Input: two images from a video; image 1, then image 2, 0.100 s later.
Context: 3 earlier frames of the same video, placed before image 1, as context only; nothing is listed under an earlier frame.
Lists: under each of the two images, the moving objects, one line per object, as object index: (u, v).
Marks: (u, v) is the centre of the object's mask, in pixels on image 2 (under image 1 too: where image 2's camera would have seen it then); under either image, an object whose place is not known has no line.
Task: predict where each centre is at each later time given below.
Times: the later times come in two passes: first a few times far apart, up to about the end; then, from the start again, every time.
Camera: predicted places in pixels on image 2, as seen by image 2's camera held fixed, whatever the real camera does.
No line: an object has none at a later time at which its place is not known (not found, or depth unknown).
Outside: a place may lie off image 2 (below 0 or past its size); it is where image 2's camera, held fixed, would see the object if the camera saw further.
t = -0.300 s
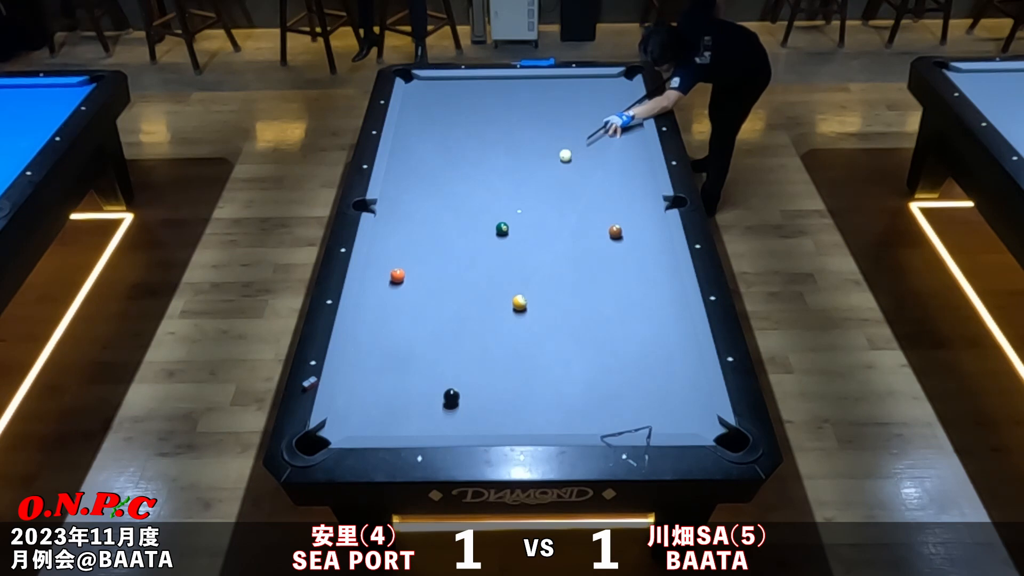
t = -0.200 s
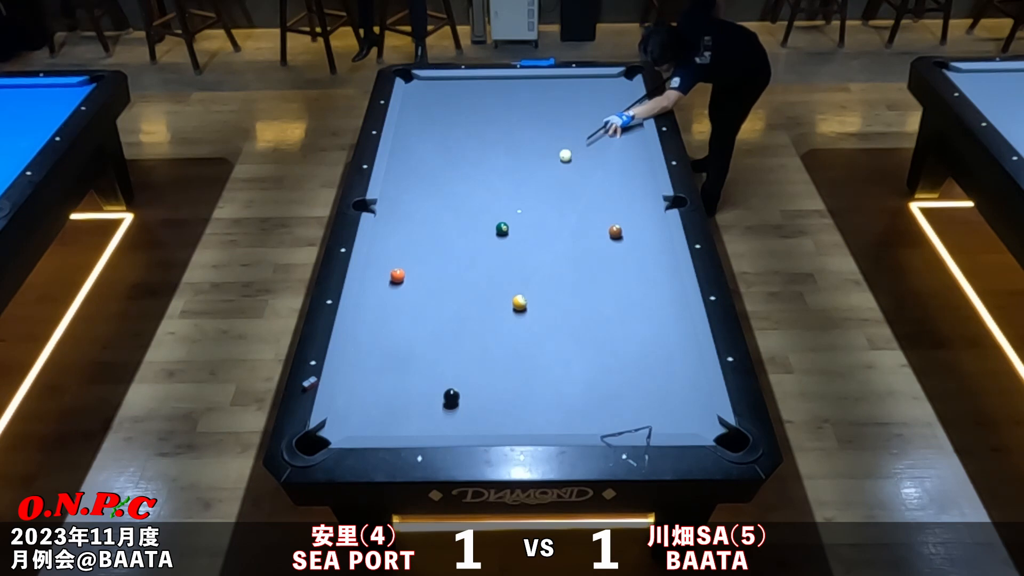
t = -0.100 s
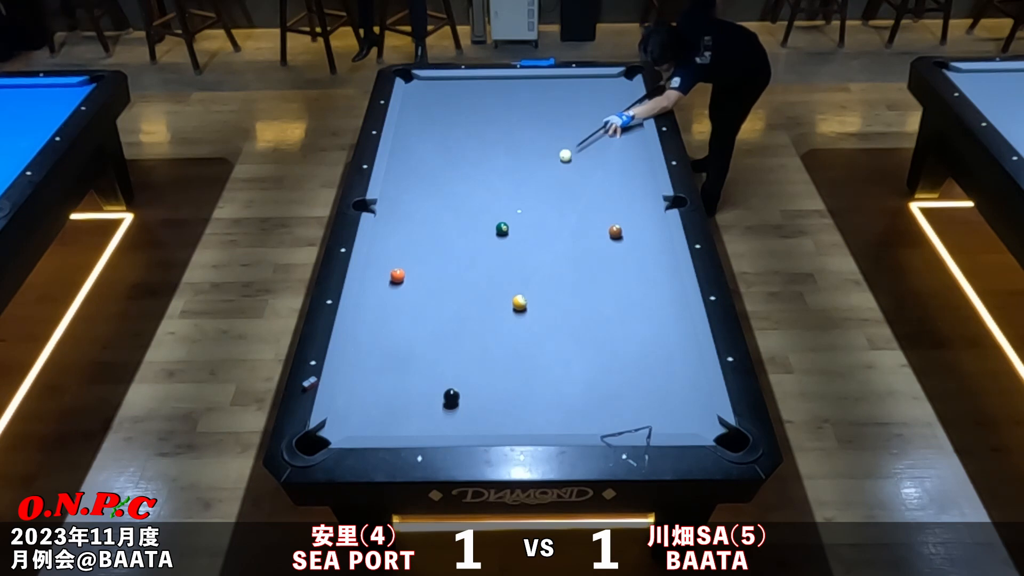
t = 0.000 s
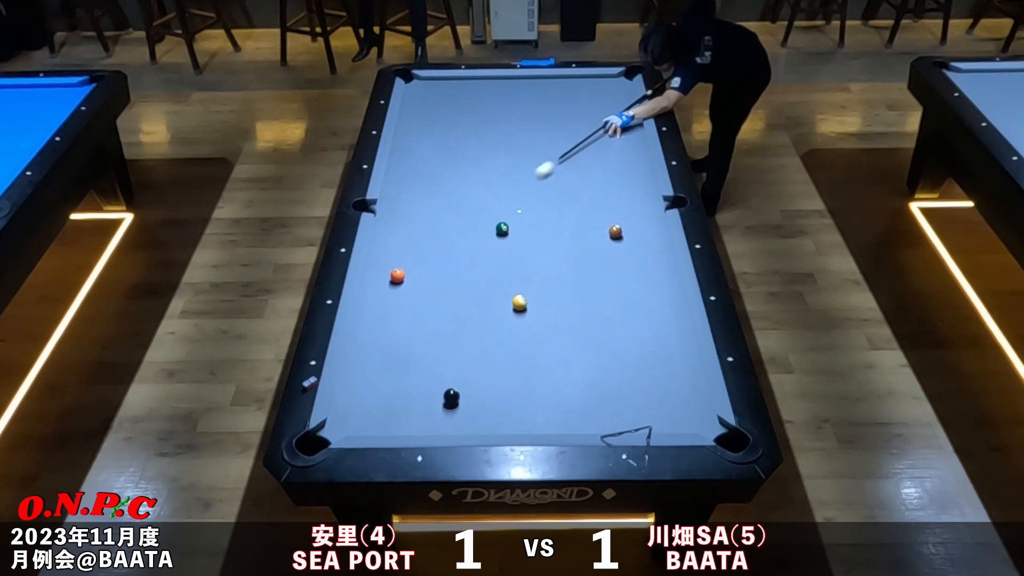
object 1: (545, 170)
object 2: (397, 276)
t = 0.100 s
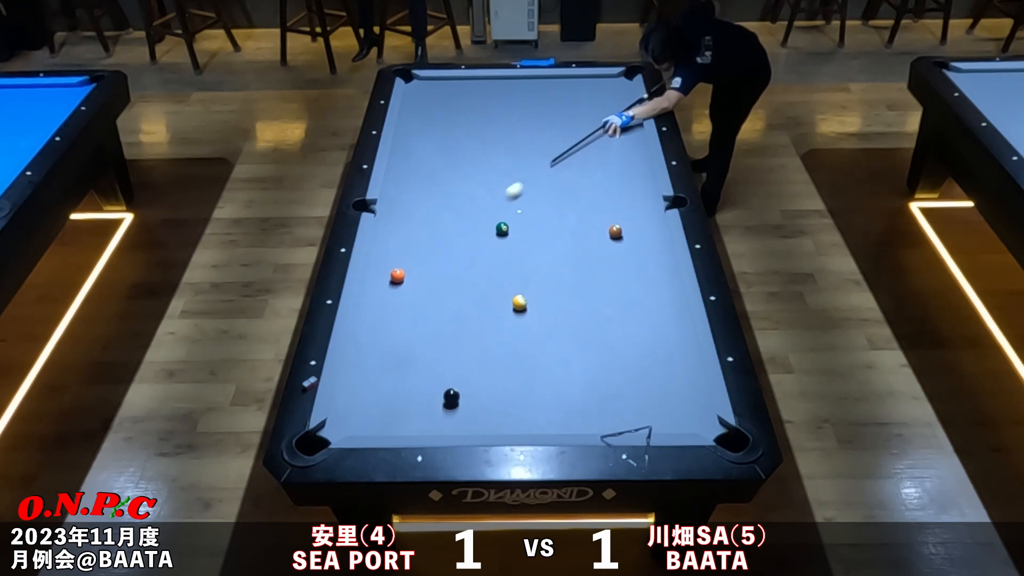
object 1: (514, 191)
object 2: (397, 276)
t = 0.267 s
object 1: (467, 223)
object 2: (397, 276)
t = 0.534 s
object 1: (390, 266)
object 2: (390, 290)
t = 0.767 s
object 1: (388, 267)
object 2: (365, 338)
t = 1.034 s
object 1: (421, 265)
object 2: (345, 391)
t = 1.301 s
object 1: (452, 263)
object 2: (340, 430)
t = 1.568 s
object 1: (480, 260)
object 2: (337, 427)
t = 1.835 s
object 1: (508, 258)
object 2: (347, 429)
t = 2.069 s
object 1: (530, 257)
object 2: (350, 428)
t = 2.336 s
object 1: (554, 255)
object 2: (352, 426)
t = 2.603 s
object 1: (576, 253)
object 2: (353, 426)
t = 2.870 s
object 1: (597, 251)
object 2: (354, 425)
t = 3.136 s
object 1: (616, 250)
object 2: (354, 425)
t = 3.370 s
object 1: (631, 249)
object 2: (354, 425)
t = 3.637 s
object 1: (647, 247)
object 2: (354, 425)
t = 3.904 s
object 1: (661, 246)
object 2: (354, 425)
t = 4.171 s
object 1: (662, 245)
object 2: (354, 425)
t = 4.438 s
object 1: (656, 245)
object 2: (354, 425)
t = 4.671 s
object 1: (652, 244)
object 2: (354, 425)
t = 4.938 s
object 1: (648, 244)
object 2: (354, 425)
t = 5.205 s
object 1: (647, 244)
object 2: (354, 425)
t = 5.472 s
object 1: (647, 244)
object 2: (354, 425)
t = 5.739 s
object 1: (647, 244)
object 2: (354, 425)
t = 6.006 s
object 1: (647, 244)
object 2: (354, 425)
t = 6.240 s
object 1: (647, 244)
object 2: (354, 425)
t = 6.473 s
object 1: (647, 244)
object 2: (354, 425)
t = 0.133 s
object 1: (505, 197)
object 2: (397, 276)
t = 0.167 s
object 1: (495, 203)
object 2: (397, 276)
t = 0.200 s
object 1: (486, 210)
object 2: (397, 276)
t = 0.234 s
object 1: (477, 216)
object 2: (397, 276)
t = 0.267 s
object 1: (467, 223)
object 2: (397, 276)
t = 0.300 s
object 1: (457, 229)
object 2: (397, 276)
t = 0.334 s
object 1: (447, 236)
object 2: (397, 276)
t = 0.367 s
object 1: (437, 243)
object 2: (397, 276)
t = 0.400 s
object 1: (427, 250)
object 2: (397, 276)
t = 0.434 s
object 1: (416, 257)
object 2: (397, 276)
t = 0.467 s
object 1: (406, 263)
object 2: (397, 276)
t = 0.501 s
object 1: (397, 266)
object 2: (394, 281)
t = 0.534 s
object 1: (390, 266)
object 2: (390, 290)
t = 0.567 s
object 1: (383, 266)
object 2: (386, 298)
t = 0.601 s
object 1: (375, 267)
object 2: (383, 304)
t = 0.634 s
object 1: (370, 268)
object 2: (379, 311)
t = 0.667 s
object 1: (375, 268)
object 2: (375, 318)
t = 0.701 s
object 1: (379, 267)
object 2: (372, 325)
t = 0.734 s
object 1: (384, 267)
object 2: (369, 331)
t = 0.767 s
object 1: (388, 267)
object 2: (365, 338)
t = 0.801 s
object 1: (392, 267)
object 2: (362, 344)
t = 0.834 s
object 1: (396, 266)
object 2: (359, 350)
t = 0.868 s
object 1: (400, 266)
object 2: (355, 358)
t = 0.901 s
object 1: (405, 266)
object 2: (352, 364)
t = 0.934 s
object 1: (409, 265)
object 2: (348, 371)
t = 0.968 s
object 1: (413, 265)
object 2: (345, 379)
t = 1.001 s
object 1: (417, 265)
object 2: (345, 384)
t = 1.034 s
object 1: (421, 265)
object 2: (345, 391)
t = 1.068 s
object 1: (425, 265)
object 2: (345, 396)
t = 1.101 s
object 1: (429, 264)
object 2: (345, 403)
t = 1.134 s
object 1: (432, 264)
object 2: (345, 409)
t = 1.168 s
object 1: (436, 264)
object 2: (345, 415)
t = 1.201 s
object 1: (440, 263)
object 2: (344, 422)
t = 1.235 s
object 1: (444, 263)
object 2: (344, 428)
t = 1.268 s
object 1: (448, 263)
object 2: (342, 431)
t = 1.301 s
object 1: (452, 263)
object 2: (340, 430)
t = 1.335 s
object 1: (455, 262)
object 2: (338, 428)
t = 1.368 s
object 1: (459, 262)
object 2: (335, 426)
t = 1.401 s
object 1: (463, 262)
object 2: (332, 425)
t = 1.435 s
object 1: (466, 262)
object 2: (331, 424)
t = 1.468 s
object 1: (470, 261)
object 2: (333, 425)
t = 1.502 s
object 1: (473, 261)
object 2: (334, 425)
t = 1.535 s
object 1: (477, 261)
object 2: (336, 426)
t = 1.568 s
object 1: (480, 260)
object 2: (337, 427)
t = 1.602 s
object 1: (484, 260)
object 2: (339, 427)
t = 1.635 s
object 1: (487, 260)
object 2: (340, 428)
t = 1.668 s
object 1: (491, 260)
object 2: (341, 428)
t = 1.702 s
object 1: (494, 260)
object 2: (342, 429)
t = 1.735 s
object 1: (498, 259)
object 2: (343, 429)
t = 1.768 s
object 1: (501, 259)
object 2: (345, 429)
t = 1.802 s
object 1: (504, 259)
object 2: (346, 429)
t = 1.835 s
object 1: (508, 258)
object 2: (347, 429)
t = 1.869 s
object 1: (511, 258)
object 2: (348, 429)
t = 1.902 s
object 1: (514, 258)
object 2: (348, 429)
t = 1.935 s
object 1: (517, 258)
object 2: (348, 429)
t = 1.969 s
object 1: (521, 257)
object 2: (349, 428)
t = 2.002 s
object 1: (524, 257)
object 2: (349, 428)
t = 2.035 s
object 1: (527, 257)
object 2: (350, 428)
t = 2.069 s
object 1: (530, 257)
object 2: (350, 428)
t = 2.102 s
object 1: (533, 256)
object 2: (350, 427)
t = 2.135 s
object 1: (536, 256)
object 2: (350, 427)
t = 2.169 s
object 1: (539, 256)
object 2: (351, 427)
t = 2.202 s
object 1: (542, 255)
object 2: (351, 427)
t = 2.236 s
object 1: (545, 255)
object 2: (351, 427)
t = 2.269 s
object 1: (548, 255)
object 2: (351, 427)
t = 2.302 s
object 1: (551, 255)
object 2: (352, 426)
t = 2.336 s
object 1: (554, 255)
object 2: (352, 426)
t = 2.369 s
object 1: (557, 254)
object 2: (352, 426)
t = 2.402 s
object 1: (560, 254)
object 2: (352, 426)
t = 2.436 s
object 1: (562, 254)
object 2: (352, 426)
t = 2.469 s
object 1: (565, 254)
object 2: (352, 426)
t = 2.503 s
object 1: (568, 254)
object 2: (353, 426)
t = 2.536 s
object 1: (571, 253)
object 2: (353, 426)
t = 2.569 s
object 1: (574, 253)
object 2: (353, 426)
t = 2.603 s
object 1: (576, 253)
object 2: (353, 426)
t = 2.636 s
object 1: (579, 253)
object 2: (353, 425)
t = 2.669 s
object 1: (581, 252)
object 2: (353, 425)
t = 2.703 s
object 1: (584, 252)
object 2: (354, 425)
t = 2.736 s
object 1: (587, 252)
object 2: (354, 425)
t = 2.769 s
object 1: (589, 252)
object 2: (354, 425)
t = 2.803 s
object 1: (592, 252)
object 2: (354, 425)
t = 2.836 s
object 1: (594, 252)
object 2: (354, 425)
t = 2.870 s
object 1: (597, 251)
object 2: (354, 425)
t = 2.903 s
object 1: (599, 251)
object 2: (354, 425)
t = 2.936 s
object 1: (602, 251)
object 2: (354, 425)
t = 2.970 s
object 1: (604, 251)
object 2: (354, 425)
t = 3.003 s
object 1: (606, 250)
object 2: (354, 425)
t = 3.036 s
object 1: (609, 250)
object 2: (354, 425)
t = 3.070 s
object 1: (611, 250)
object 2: (354, 425)
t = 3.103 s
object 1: (613, 250)
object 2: (354, 425)
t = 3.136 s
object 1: (616, 250)
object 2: (354, 425)
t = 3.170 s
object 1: (618, 249)
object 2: (354, 425)
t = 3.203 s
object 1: (620, 249)
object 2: (354, 425)
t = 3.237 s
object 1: (623, 249)
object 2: (354, 425)
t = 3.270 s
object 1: (625, 249)
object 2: (354, 425)
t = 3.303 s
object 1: (627, 249)
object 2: (354, 425)
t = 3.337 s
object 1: (629, 249)
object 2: (354, 425)
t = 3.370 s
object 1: (631, 249)
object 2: (354, 425)
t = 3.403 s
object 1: (633, 248)
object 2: (354, 425)
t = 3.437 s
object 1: (635, 248)
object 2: (354, 425)
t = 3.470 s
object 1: (637, 248)
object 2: (354, 425)
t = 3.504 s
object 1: (639, 248)
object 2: (354, 425)
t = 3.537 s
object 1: (641, 248)
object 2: (354, 425)
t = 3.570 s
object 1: (643, 247)
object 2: (354, 425)
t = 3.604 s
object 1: (645, 247)
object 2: (354, 425)
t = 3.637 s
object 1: (647, 247)
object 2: (354, 425)
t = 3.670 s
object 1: (649, 247)
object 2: (354, 425)
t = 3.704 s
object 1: (651, 247)
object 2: (354, 425)
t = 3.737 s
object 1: (652, 247)
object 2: (354, 425)
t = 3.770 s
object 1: (654, 247)
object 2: (354, 425)
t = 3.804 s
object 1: (656, 247)
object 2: (354, 425)
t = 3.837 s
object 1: (658, 246)
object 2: (354, 425)
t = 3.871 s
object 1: (660, 246)
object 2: (354, 425)
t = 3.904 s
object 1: (661, 246)
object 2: (354, 425)
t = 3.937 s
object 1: (663, 246)
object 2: (354, 425)
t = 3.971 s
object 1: (665, 246)
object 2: (354, 425)
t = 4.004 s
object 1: (666, 246)
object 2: (354, 425)
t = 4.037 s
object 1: (666, 246)
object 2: (354, 425)
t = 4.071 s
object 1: (665, 245)
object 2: (354, 425)
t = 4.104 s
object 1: (664, 245)
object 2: (354, 425)
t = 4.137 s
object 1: (663, 245)
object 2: (354, 425)
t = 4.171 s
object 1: (662, 245)
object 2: (354, 425)
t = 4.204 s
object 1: (662, 245)
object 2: (354, 425)
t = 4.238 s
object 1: (661, 245)
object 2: (354, 425)
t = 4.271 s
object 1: (660, 245)
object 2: (354, 425)
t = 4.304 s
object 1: (659, 245)
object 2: (354, 425)
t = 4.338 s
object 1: (658, 245)
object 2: (354, 425)
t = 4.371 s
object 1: (657, 245)
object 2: (354, 425)
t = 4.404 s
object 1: (657, 245)
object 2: (354, 425)
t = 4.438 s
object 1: (656, 245)
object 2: (354, 425)
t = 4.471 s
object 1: (655, 245)
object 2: (354, 425)
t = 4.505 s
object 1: (655, 245)
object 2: (354, 425)
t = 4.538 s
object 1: (654, 245)
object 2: (354, 425)
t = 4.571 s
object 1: (653, 245)
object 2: (354, 425)
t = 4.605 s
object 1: (653, 245)
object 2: (354, 425)
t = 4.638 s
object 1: (652, 244)
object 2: (354, 425)
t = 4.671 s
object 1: (652, 244)
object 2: (354, 425)
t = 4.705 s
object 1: (651, 244)
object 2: (354, 425)
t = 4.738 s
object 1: (651, 244)
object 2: (354, 425)
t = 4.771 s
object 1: (650, 244)
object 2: (354, 425)
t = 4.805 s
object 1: (650, 244)
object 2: (354, 425)
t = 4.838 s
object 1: (649, 244)
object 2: (354, 425)
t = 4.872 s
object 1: (649, 244)
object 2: (354, 425)
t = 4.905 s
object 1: (649, 244)
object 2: (354, 425)
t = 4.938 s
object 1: (648, 244)
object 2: (354, 425)
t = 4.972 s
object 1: (648, 244)
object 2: (354, 425)
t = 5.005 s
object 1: (648, 244)
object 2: (354, 425)
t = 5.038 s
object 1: (648, 244)
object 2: (354, 425)
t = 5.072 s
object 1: (647, 244)
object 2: (354, 425)
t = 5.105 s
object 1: (647, 244)
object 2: (354, 425)
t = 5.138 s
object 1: (647, 244)
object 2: (354, 425)
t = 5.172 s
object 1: (647, 244)
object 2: (354, 425)
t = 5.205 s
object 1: (647, 244)
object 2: (354, 425)
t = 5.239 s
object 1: (647, 244)
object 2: (354, 425)
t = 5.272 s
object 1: (647, 244)
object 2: (354, 425)
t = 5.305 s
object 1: (647, 244)
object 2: (354, 425)
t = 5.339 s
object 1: (647, 244)
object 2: (354, 425)
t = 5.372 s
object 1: (647, 244)
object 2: (354, 425)
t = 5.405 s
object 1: (647, 244)
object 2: (354, 425)
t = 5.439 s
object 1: (647, 244)
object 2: (354, 425)
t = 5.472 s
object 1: (647, 244)
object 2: (354, 425)
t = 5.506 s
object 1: (647, 244)
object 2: (354, 425)
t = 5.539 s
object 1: (647, 244)
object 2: (354, 425)
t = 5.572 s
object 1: (647, 244)
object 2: (354, 425)
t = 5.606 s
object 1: (647, 244)
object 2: (354, 425)
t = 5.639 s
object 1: (647, 244)
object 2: (354, 425)
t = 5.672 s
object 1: (647, 244)
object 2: (354, 425)
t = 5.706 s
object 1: (647, 244)
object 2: (354, 425)
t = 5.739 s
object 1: (647, 244)
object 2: (354, 425)
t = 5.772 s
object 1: (647, 244)
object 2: (354, 425)
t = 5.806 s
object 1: (647, 244)
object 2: (354, 425)
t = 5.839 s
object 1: (647, 244)
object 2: (354, 425)
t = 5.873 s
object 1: (647, 244)
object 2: (354, 425)
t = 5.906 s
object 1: (647, 244)
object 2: (354, 425)
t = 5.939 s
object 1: (647, 244)
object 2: (354, 425)
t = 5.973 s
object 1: (647, 244)
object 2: (354, 425)
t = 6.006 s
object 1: (647, 244)
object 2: (354, 425)
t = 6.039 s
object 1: (647, 244)
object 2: (354, 425)
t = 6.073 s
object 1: (647, 244)
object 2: (354, 425)
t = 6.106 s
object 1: (647, 244)
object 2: (354, 425)
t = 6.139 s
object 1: (647, 244)
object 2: (354, 425)
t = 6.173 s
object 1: (647, 244)
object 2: (354, 425)
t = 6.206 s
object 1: (647, 244)
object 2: (354, 425)
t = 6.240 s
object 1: (647, 244)
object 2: (354, 425)
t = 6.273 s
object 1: (647, 244)
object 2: (354, 425)
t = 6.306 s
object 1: (647, 244)
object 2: (354, 425)
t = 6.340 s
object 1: (647, 244)
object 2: (354, 425)
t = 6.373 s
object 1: (647, 244)
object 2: (354, 425)
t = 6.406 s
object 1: (647, 244)
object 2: (354, 425)
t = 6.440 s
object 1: (647, 244)
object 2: (354, 425)
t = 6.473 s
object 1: (647, 244)
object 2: (354, 425)
